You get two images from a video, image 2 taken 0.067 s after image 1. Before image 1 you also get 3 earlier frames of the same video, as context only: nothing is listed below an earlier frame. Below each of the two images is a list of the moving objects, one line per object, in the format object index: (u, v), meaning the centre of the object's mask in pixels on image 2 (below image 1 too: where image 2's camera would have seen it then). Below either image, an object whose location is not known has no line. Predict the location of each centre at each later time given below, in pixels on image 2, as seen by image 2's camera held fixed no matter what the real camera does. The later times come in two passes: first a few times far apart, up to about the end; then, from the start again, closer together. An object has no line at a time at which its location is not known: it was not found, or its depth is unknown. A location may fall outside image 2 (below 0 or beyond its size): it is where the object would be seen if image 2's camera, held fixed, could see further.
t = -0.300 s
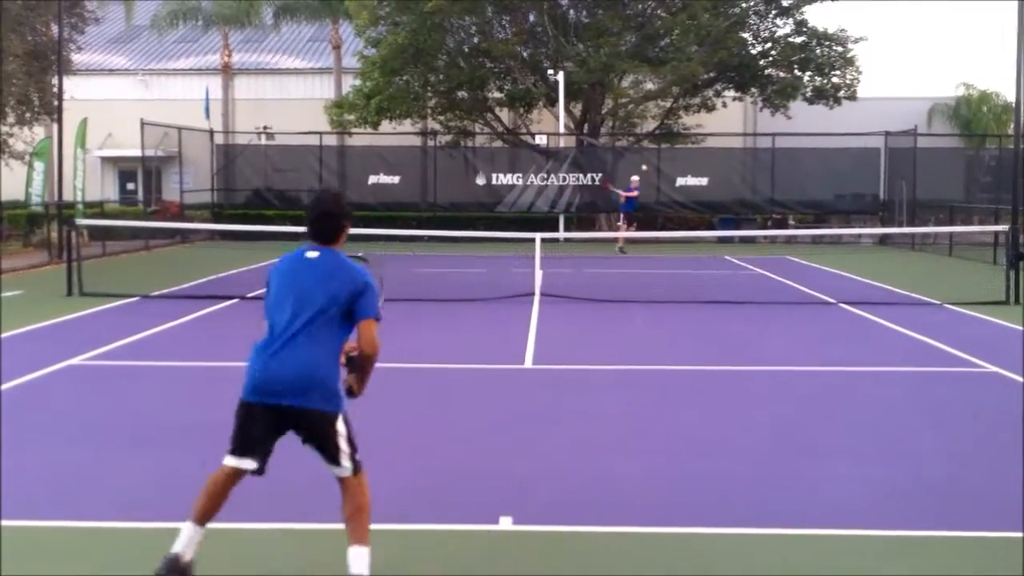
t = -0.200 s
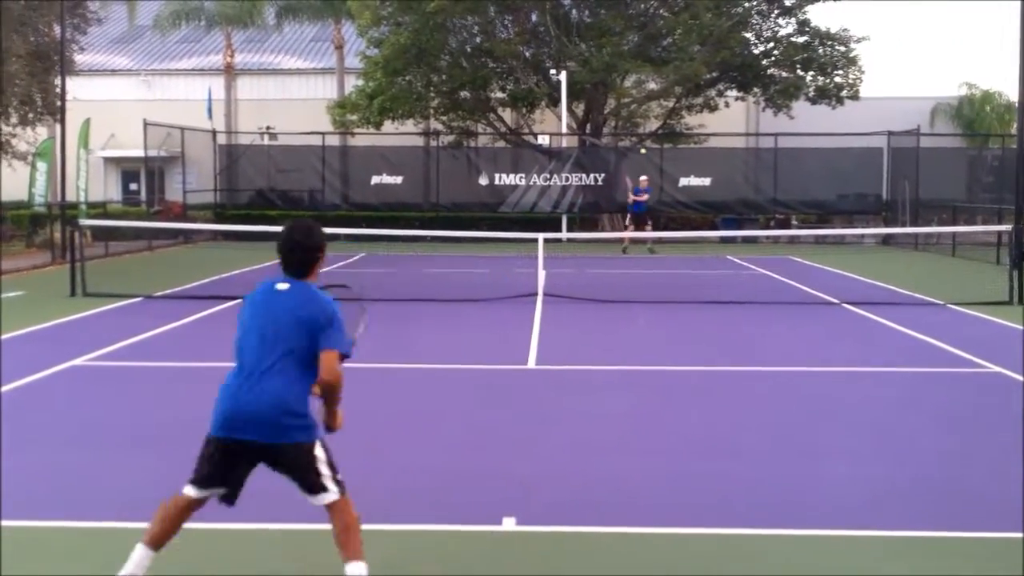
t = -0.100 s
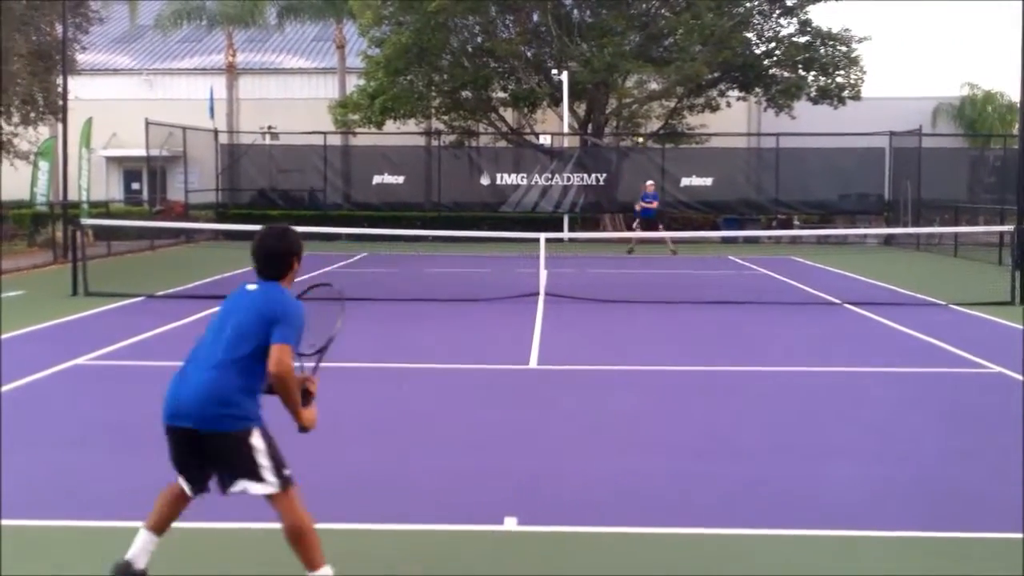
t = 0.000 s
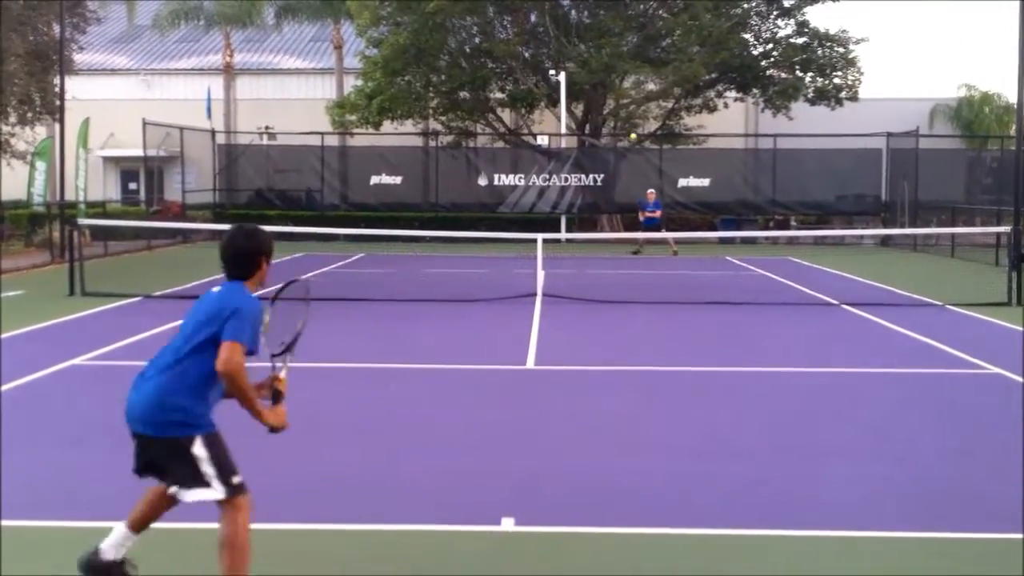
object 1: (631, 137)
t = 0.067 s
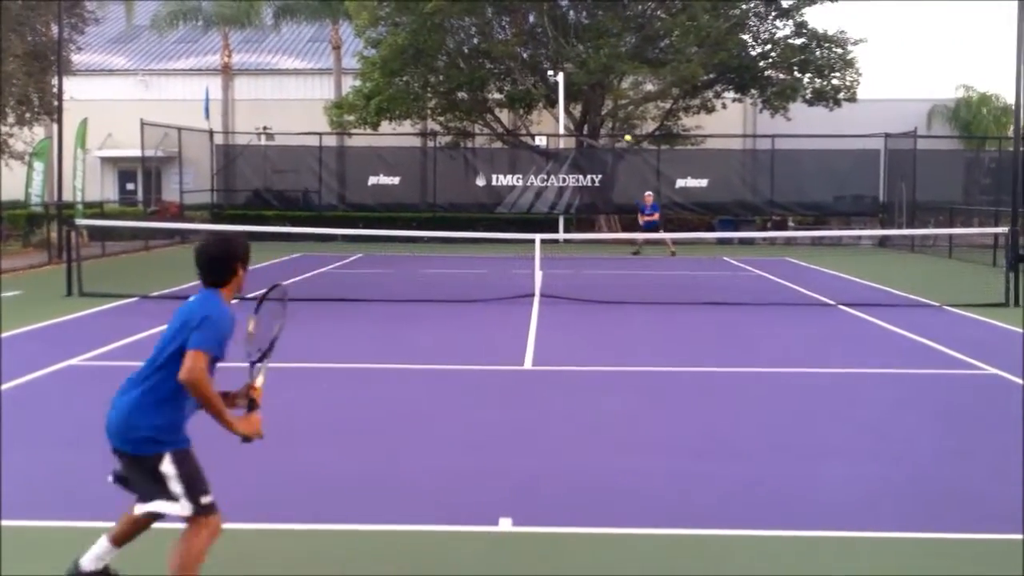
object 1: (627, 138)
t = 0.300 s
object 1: (610, 182)
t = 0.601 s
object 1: (571, 402)
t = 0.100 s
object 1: (626, 139)
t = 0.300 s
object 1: (610, 182)
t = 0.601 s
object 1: (571, 402)
